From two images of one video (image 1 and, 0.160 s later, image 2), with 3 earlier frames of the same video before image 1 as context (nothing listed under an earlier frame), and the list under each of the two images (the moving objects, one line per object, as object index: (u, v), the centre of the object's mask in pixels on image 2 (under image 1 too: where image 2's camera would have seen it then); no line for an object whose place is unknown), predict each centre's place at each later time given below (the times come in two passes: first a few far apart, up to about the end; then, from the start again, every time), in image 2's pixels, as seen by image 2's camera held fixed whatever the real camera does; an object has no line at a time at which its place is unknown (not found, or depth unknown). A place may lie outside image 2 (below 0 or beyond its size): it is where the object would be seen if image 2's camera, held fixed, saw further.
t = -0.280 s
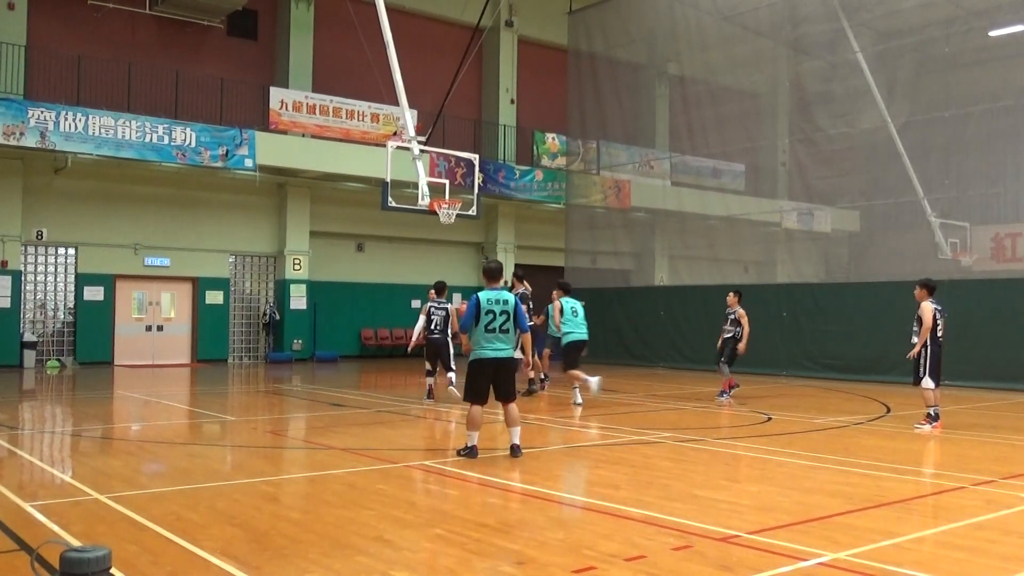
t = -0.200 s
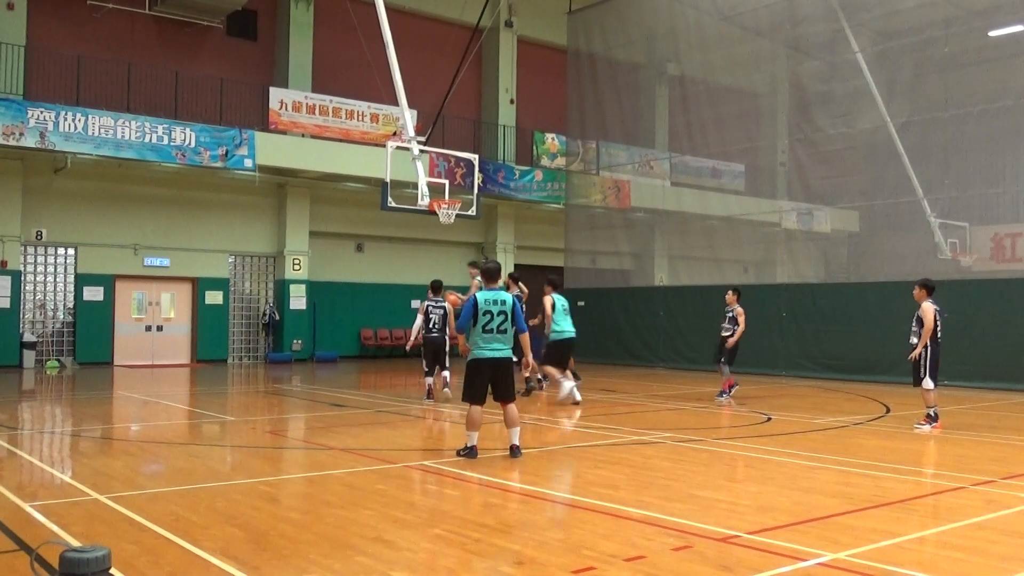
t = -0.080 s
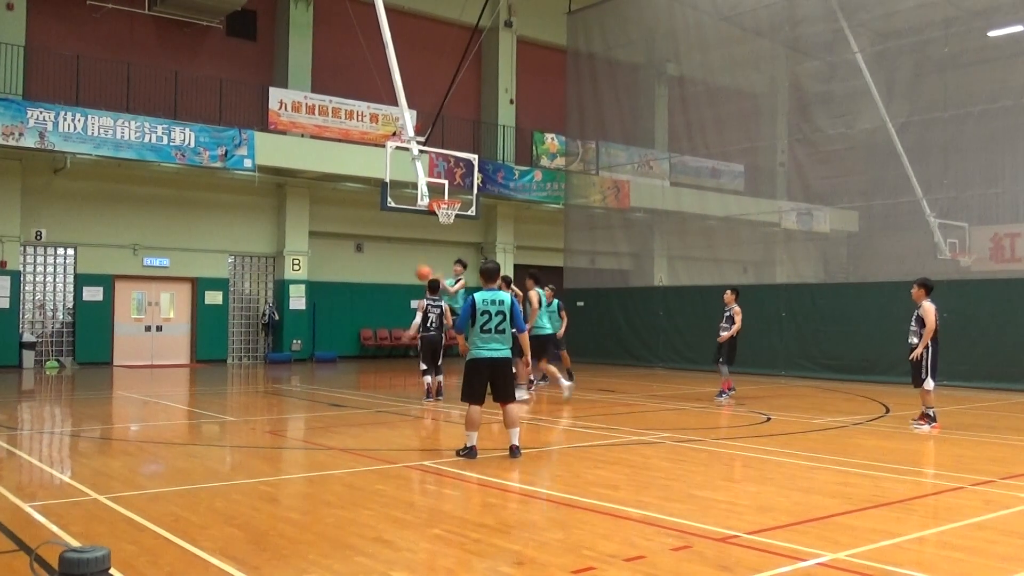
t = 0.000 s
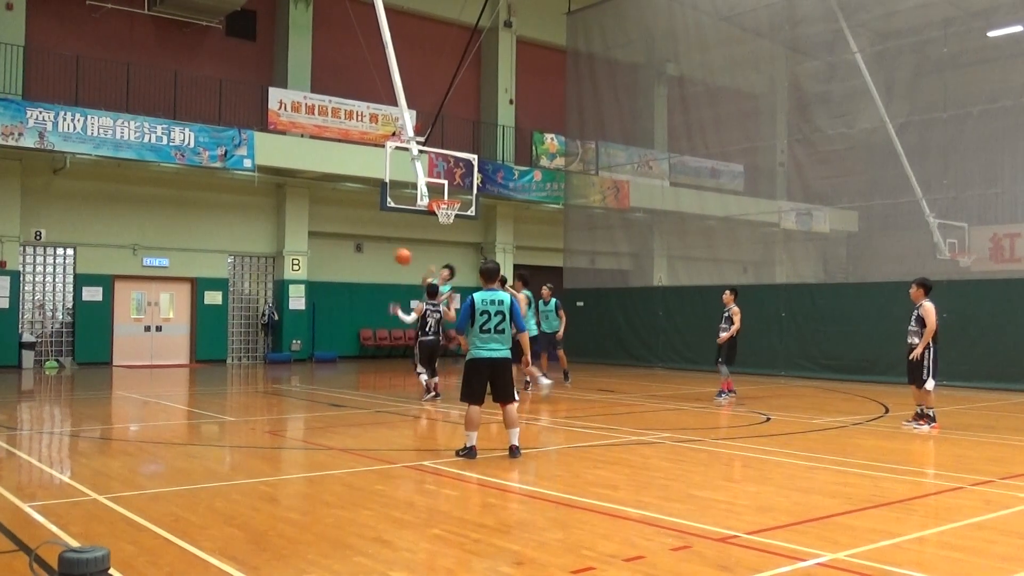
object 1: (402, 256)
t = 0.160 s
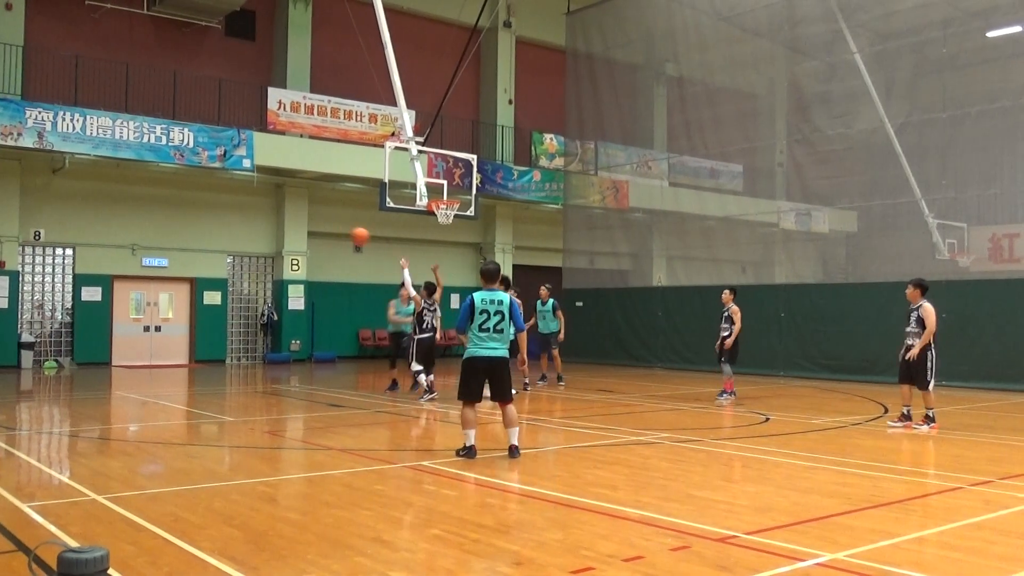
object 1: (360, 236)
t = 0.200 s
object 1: (348, 233)
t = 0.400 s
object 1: (276, 236)
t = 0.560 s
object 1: (202, 265)
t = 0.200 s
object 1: (348, 233)
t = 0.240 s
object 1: (335, 231)
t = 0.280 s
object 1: (322, 230)
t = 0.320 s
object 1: (308, 231)
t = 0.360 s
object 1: (292, 233)
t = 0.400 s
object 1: (276, 236)
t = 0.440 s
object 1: (260, 241)
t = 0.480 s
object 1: (241, 247)
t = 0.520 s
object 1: (222, 255)
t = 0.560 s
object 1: (202, 265)
